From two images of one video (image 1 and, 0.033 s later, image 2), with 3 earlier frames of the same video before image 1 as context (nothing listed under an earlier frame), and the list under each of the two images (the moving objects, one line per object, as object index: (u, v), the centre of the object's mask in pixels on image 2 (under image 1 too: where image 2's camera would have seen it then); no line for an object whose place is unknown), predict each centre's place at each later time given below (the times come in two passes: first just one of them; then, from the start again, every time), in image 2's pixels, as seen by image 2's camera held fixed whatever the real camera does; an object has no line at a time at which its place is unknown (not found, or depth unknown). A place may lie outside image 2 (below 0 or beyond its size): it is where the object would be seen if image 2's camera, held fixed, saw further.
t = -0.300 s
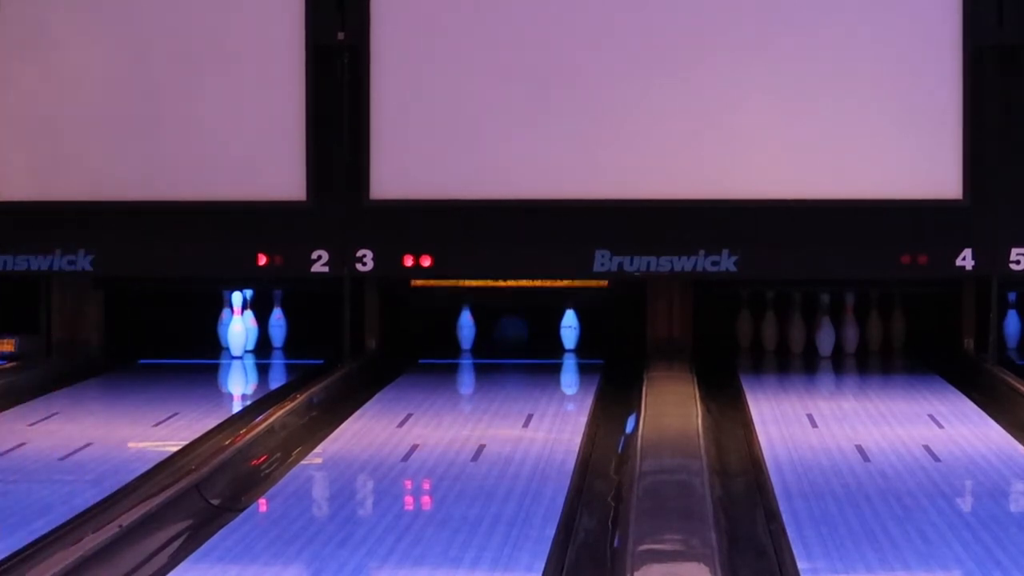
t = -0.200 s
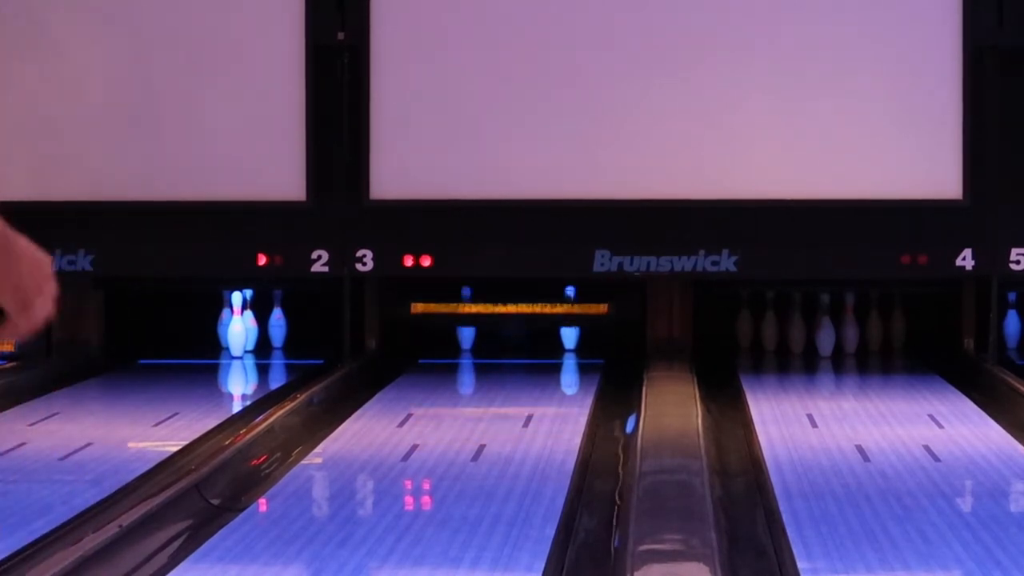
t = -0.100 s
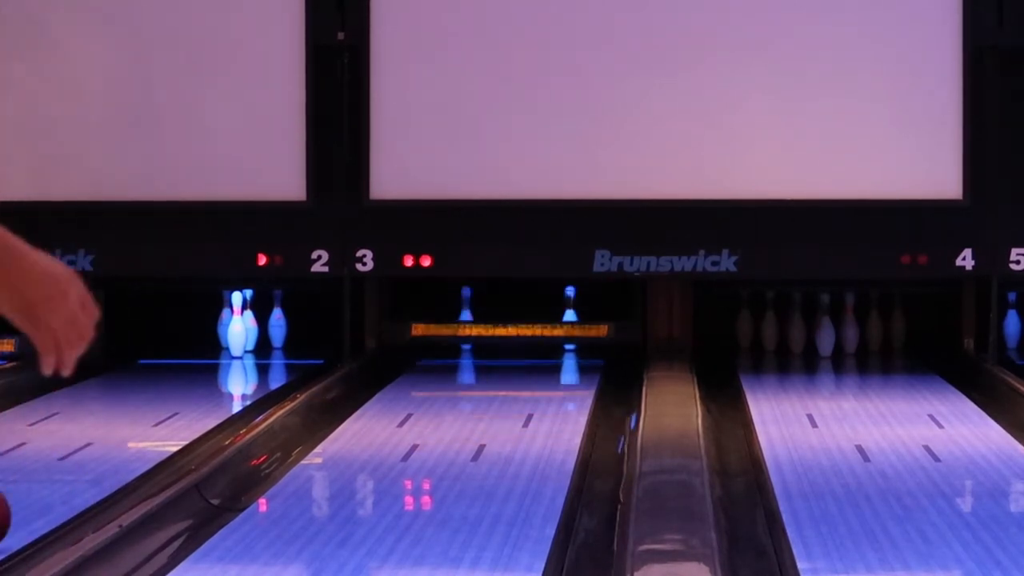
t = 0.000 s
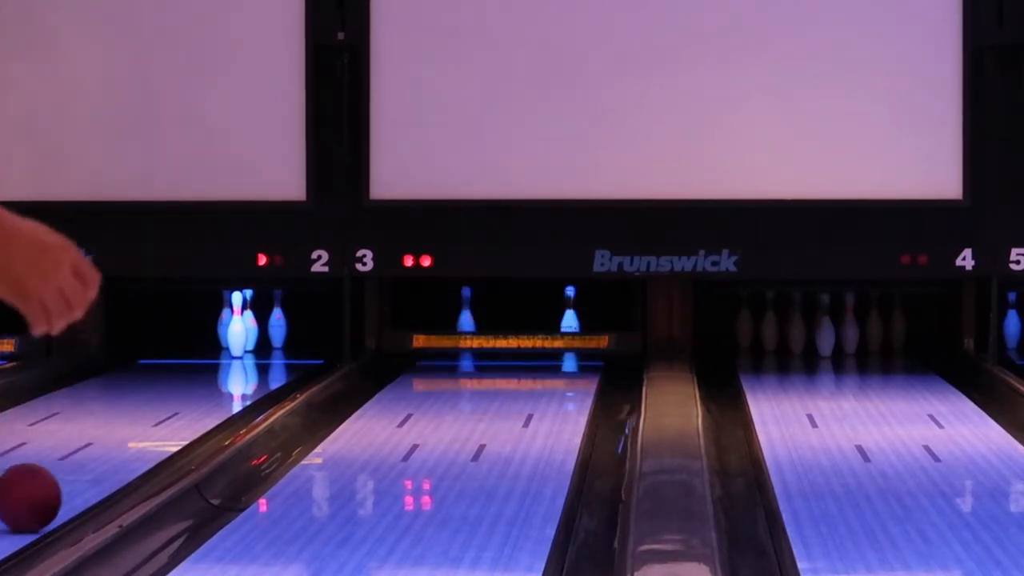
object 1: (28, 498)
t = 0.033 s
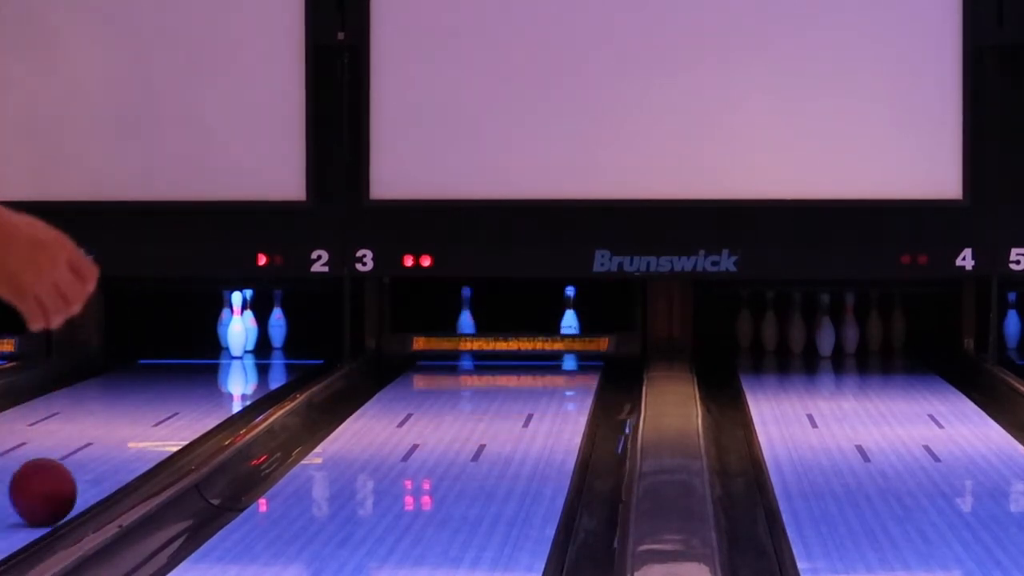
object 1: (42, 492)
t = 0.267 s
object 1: (144, 462)
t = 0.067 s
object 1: (58, 487)
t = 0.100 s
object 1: (73, 481)
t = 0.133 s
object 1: (87, 475)
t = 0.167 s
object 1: (101, 470)
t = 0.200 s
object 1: (115, 467)
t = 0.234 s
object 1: (130, 465)
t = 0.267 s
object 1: (144, 462)
